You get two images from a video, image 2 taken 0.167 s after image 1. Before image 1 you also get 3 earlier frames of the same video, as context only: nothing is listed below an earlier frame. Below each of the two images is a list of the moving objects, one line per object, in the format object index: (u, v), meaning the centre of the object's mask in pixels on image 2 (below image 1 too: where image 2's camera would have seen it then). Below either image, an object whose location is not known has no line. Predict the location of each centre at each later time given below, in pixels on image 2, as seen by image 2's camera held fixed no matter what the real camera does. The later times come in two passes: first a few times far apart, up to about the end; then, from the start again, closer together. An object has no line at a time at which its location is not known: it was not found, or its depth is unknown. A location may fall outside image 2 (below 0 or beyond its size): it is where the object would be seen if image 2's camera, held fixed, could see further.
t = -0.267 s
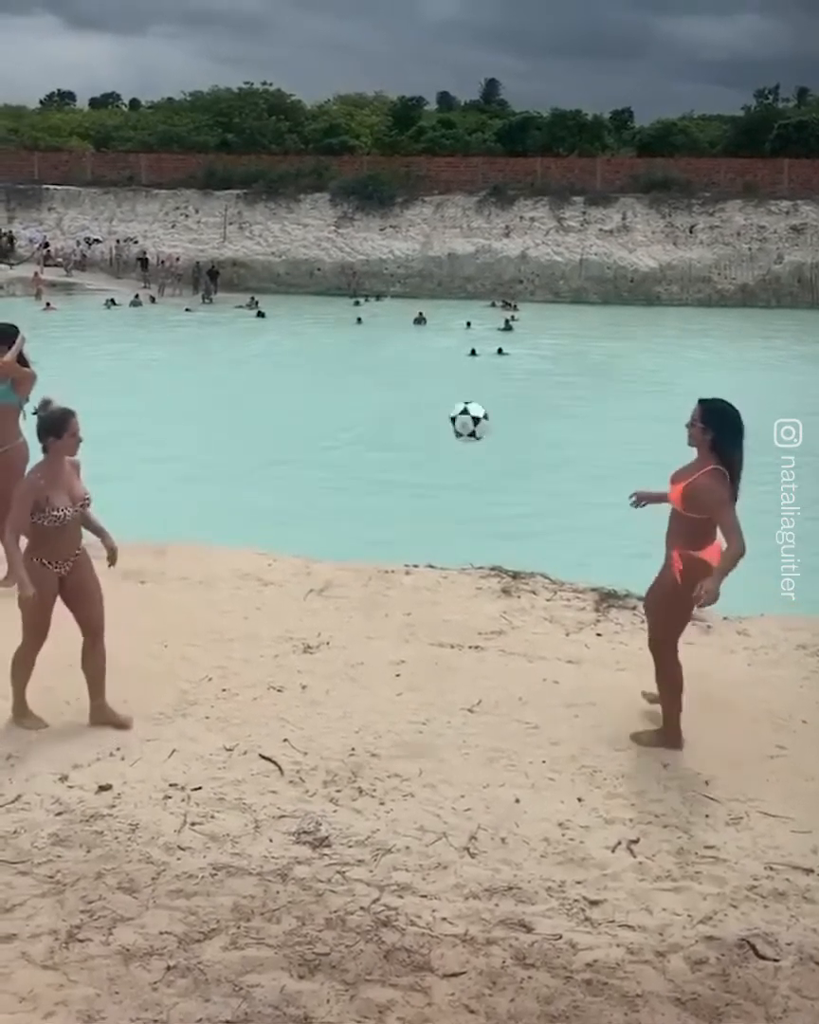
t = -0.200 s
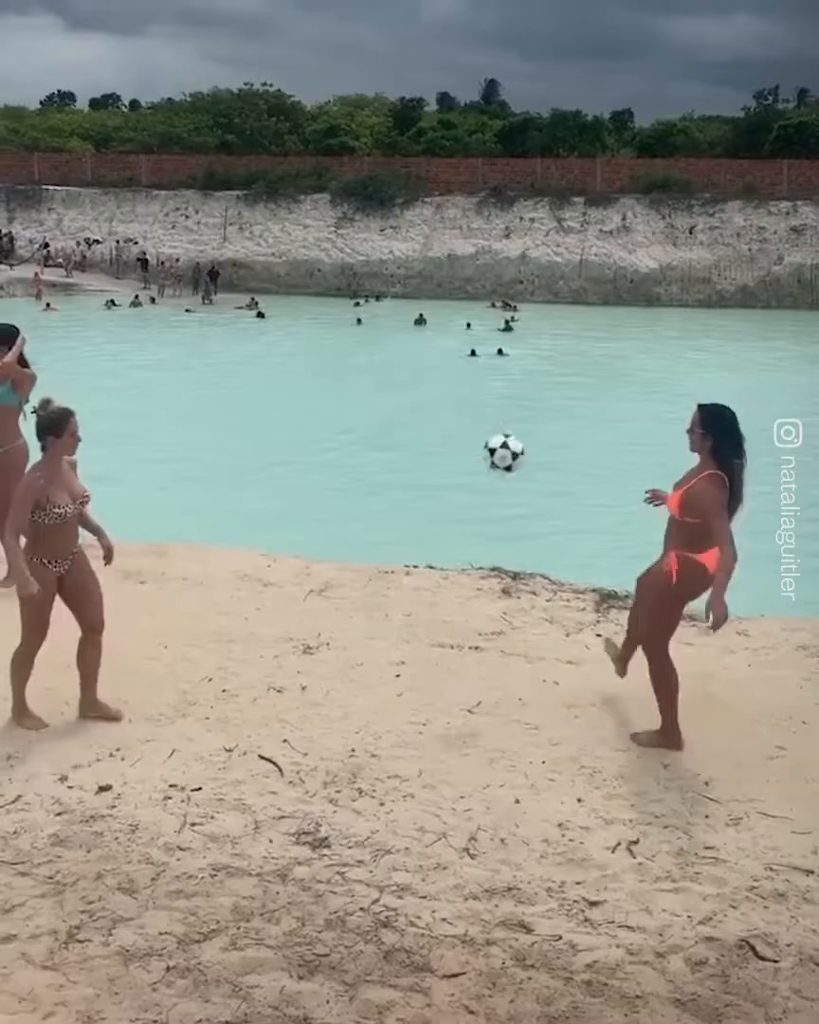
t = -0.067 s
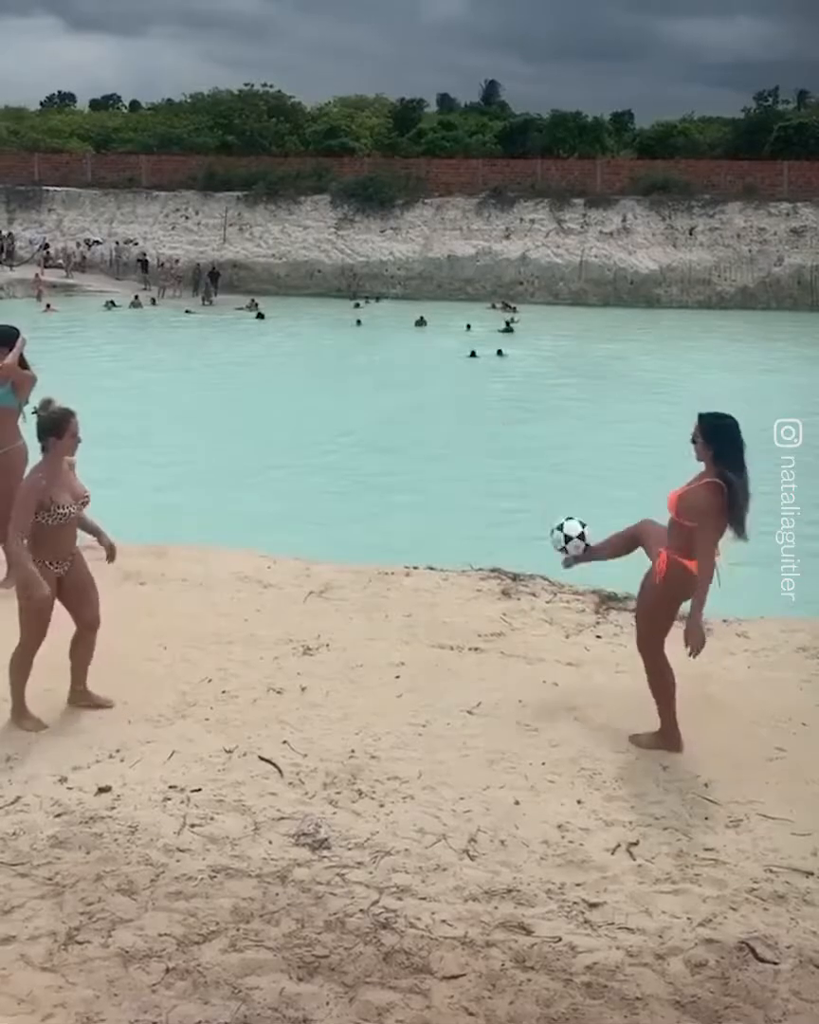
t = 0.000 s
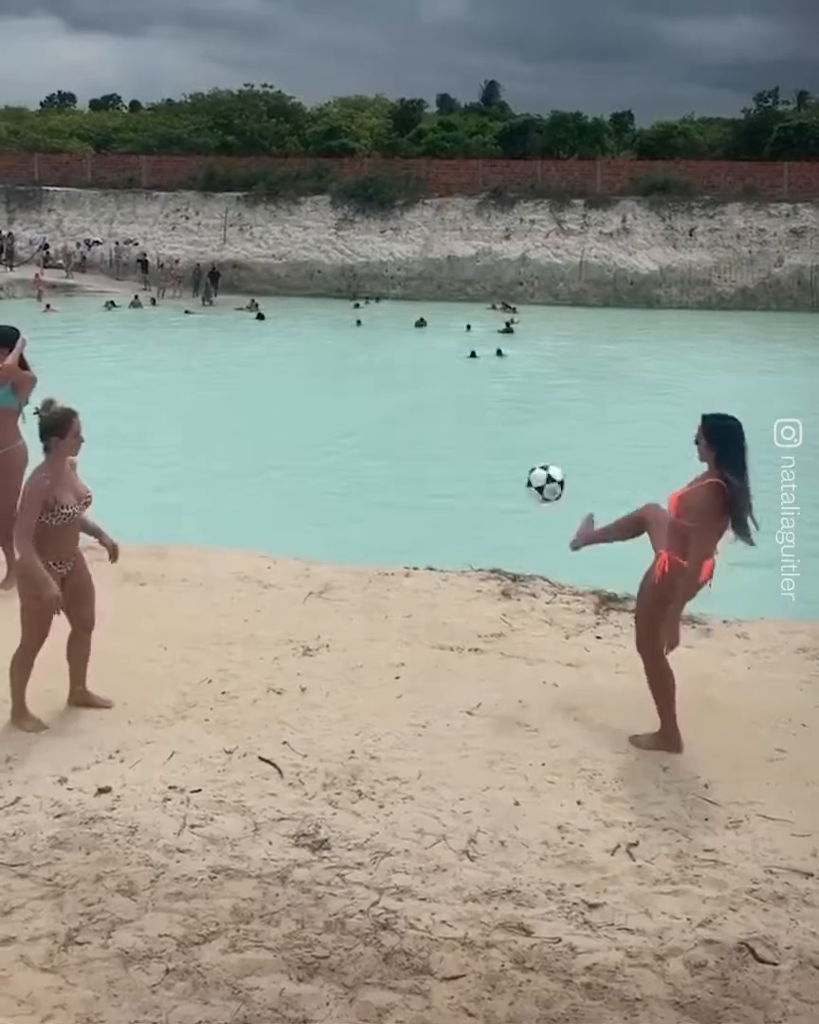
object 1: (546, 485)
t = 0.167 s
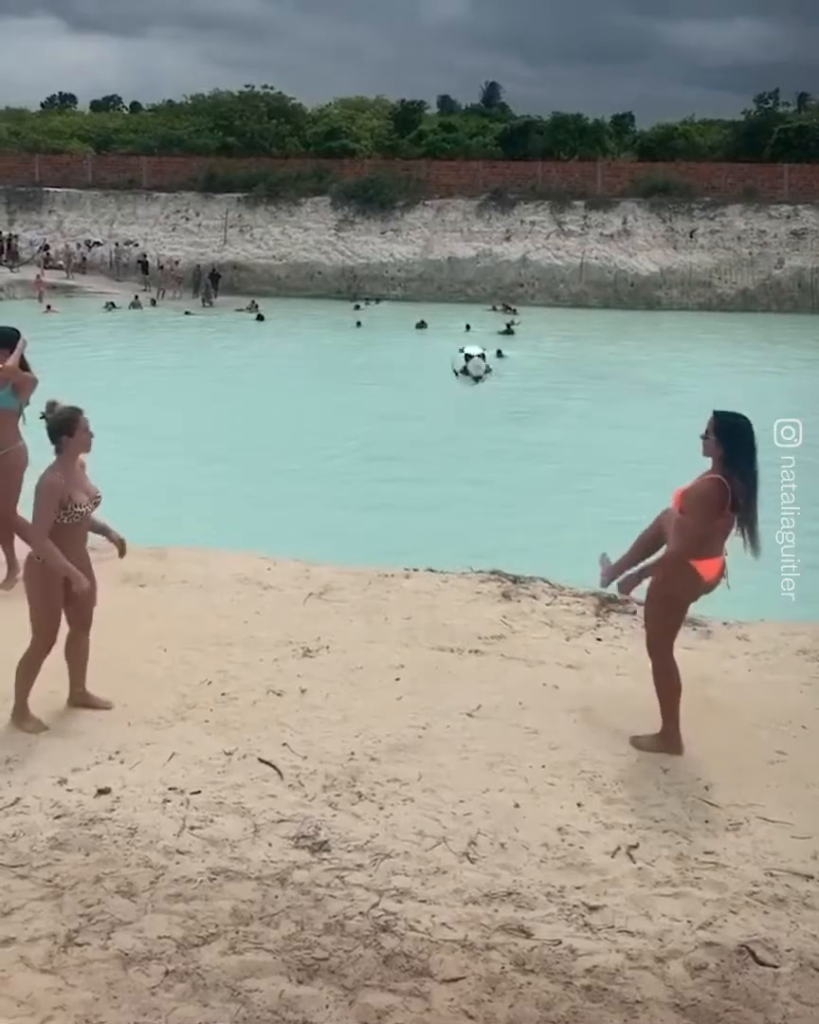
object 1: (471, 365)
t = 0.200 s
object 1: (458, 346)
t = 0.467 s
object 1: (335, 277)
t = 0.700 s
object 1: (228, 319)
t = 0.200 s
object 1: (458, 346)
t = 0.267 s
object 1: (427, 314)
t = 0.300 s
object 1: (411, 303)
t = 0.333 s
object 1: (395, 293)
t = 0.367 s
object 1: (380, 286)
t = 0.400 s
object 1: (366, 282)
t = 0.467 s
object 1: (335, 277)
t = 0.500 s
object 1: (320, 277)
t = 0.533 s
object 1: (304, 279)
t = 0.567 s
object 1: (289, 283)
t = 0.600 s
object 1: (274, 288)
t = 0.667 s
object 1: (243, 308)
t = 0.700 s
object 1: (228, 319)
